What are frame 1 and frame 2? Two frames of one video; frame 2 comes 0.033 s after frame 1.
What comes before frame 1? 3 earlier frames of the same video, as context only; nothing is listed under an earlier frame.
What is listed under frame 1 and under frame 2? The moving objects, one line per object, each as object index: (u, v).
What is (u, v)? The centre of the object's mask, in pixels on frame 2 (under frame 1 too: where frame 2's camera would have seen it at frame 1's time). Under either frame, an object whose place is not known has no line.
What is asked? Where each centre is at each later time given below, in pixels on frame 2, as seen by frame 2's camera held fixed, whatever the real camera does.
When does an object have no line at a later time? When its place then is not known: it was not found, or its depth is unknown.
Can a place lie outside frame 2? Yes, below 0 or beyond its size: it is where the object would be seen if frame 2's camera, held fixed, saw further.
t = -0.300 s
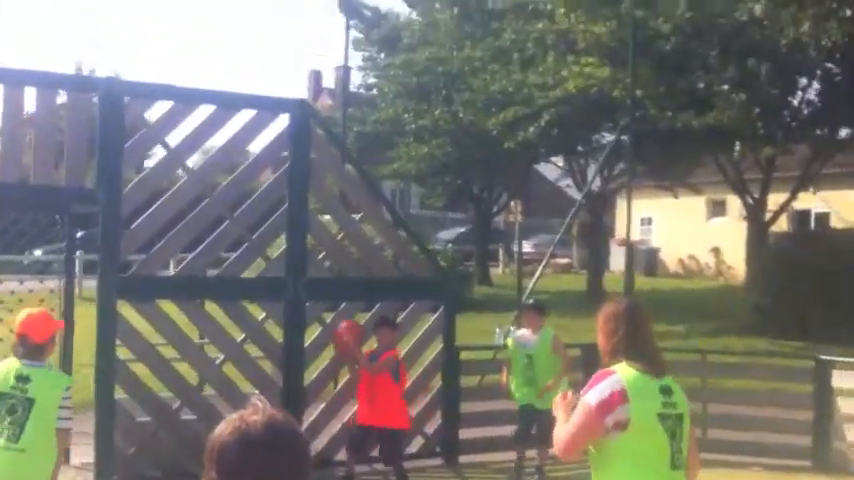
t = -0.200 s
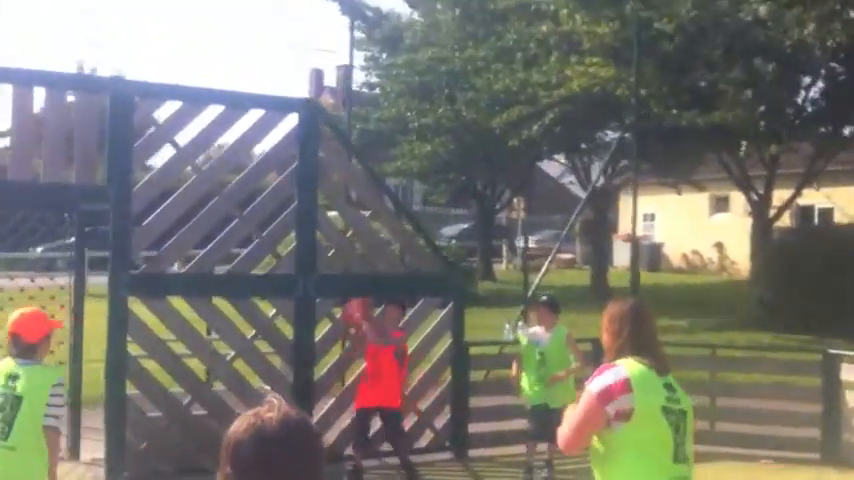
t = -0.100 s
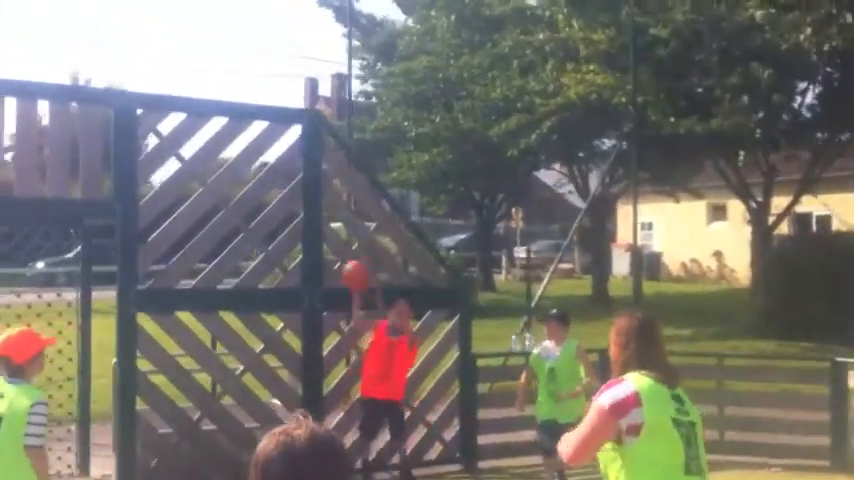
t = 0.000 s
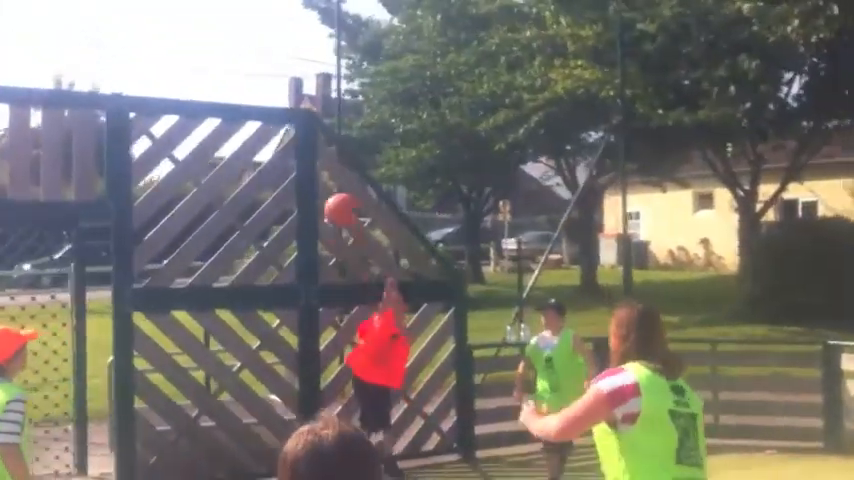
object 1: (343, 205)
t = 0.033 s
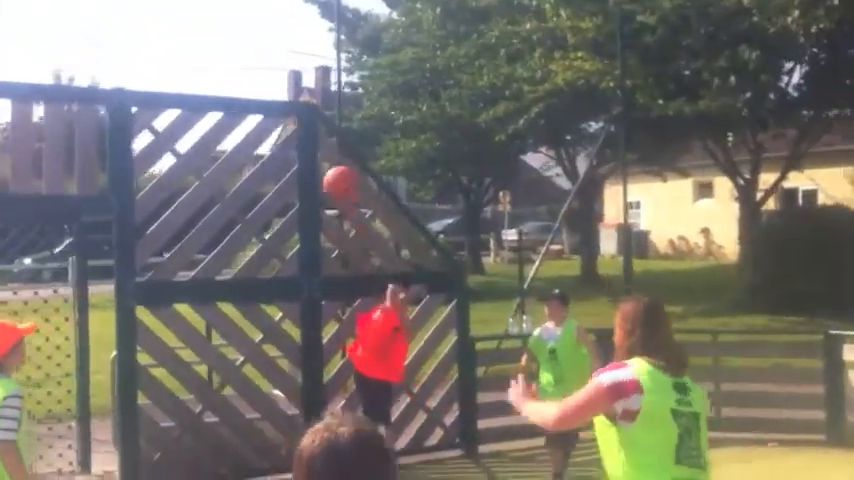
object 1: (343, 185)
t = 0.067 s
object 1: (342, 164)
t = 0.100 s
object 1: (343, 148)
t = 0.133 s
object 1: (335, 125)
